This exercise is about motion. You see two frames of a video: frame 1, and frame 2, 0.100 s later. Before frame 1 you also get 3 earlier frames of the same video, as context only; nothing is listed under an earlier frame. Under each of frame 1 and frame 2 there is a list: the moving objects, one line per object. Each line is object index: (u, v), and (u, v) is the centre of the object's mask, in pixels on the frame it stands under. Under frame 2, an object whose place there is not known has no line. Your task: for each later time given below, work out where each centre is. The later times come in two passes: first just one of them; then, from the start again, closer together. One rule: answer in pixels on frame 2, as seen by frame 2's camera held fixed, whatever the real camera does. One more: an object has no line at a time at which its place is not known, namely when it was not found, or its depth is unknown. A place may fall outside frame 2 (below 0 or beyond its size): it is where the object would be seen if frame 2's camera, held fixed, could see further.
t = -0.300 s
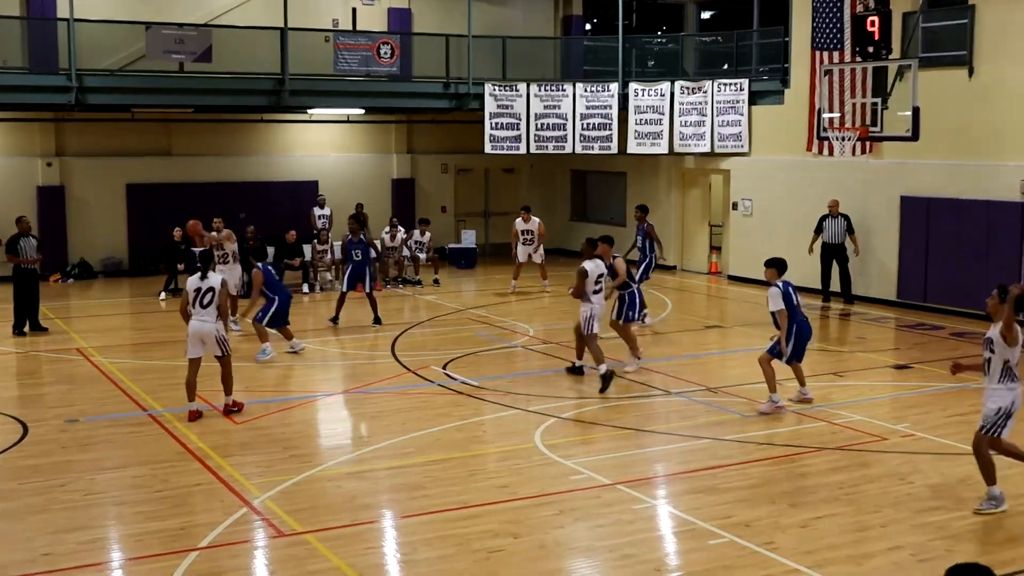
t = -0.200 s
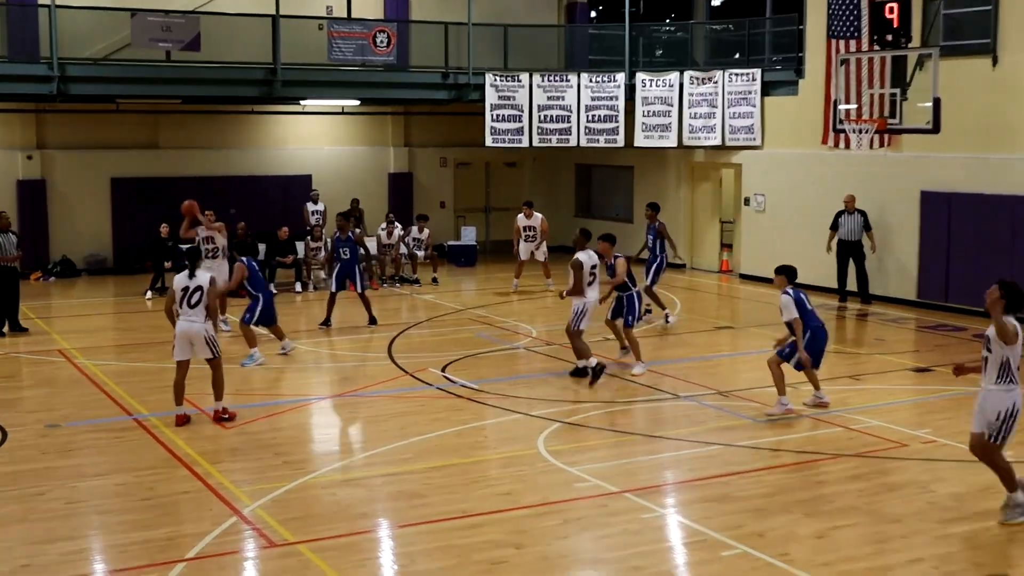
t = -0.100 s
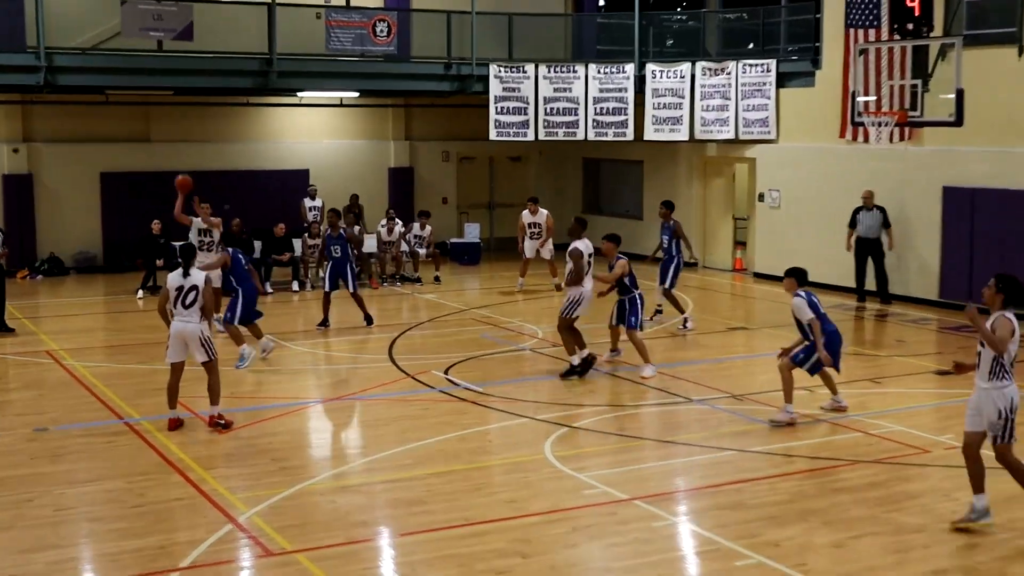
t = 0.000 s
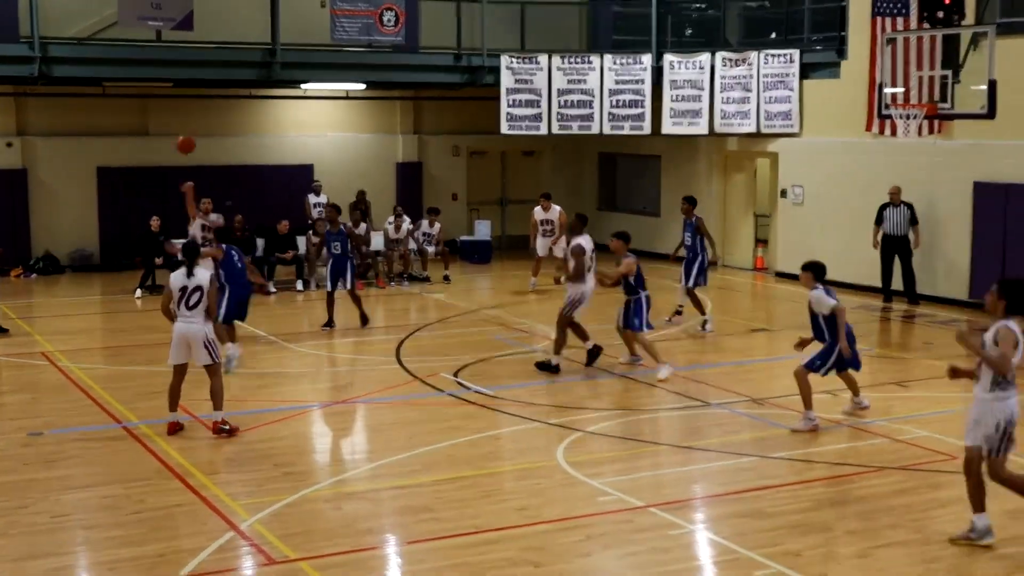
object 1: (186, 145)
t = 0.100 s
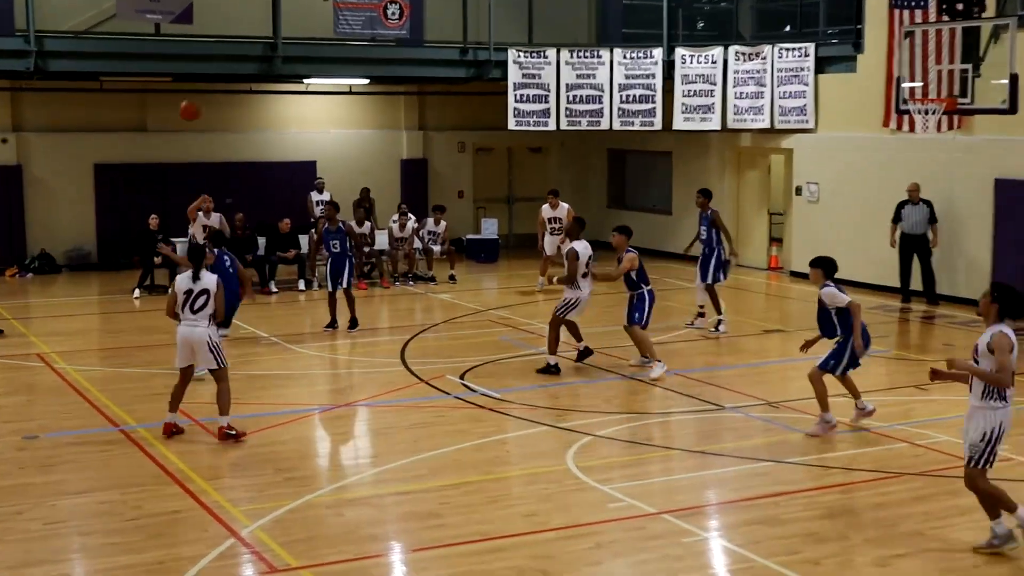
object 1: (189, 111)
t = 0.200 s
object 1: (190, 84)
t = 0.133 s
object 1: (189, 102)
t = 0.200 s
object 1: (190, 84)
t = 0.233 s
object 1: (190, 78)
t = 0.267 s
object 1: (191, 68)
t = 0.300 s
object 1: (192, 62)
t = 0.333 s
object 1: (193, 57)
